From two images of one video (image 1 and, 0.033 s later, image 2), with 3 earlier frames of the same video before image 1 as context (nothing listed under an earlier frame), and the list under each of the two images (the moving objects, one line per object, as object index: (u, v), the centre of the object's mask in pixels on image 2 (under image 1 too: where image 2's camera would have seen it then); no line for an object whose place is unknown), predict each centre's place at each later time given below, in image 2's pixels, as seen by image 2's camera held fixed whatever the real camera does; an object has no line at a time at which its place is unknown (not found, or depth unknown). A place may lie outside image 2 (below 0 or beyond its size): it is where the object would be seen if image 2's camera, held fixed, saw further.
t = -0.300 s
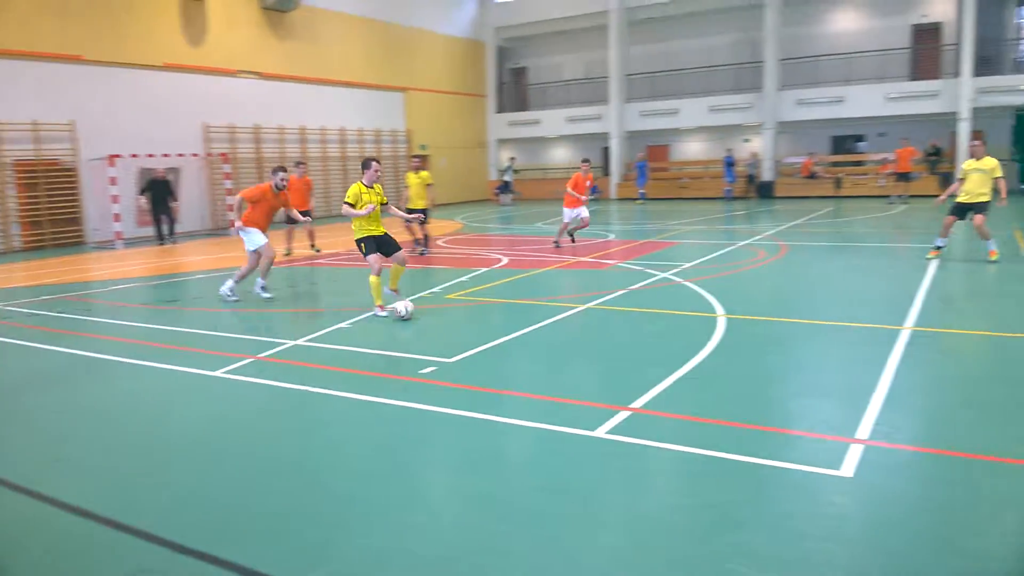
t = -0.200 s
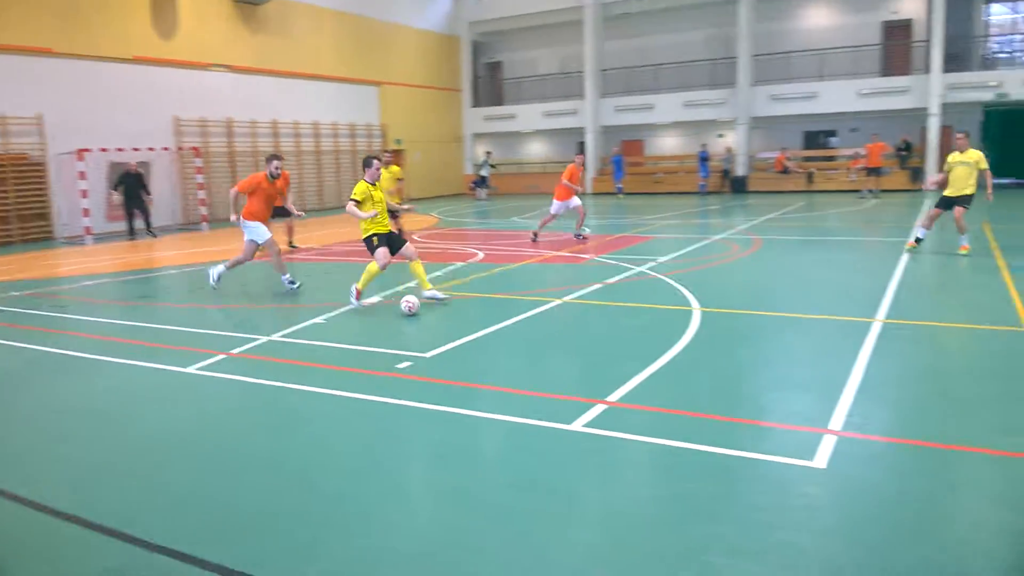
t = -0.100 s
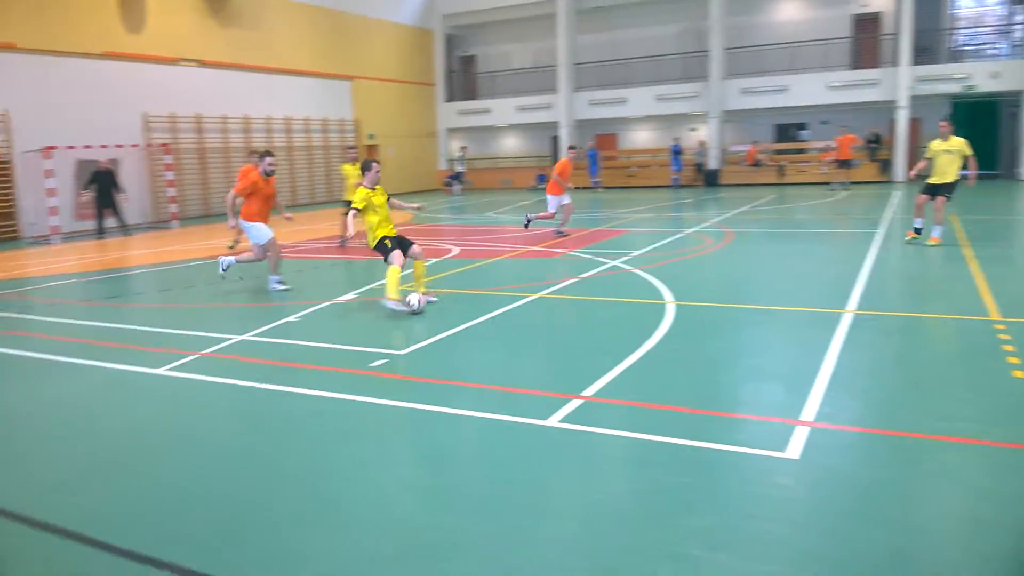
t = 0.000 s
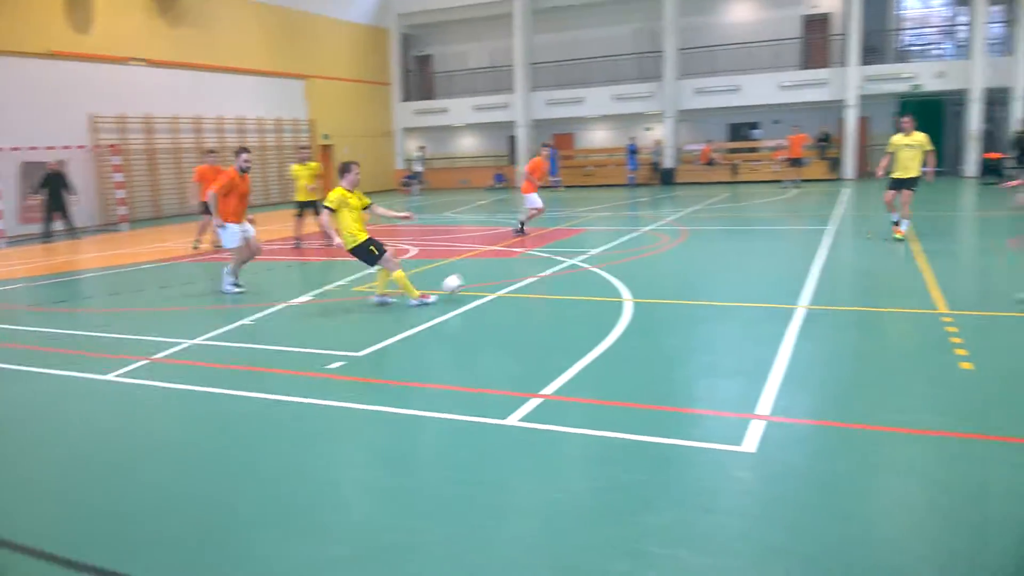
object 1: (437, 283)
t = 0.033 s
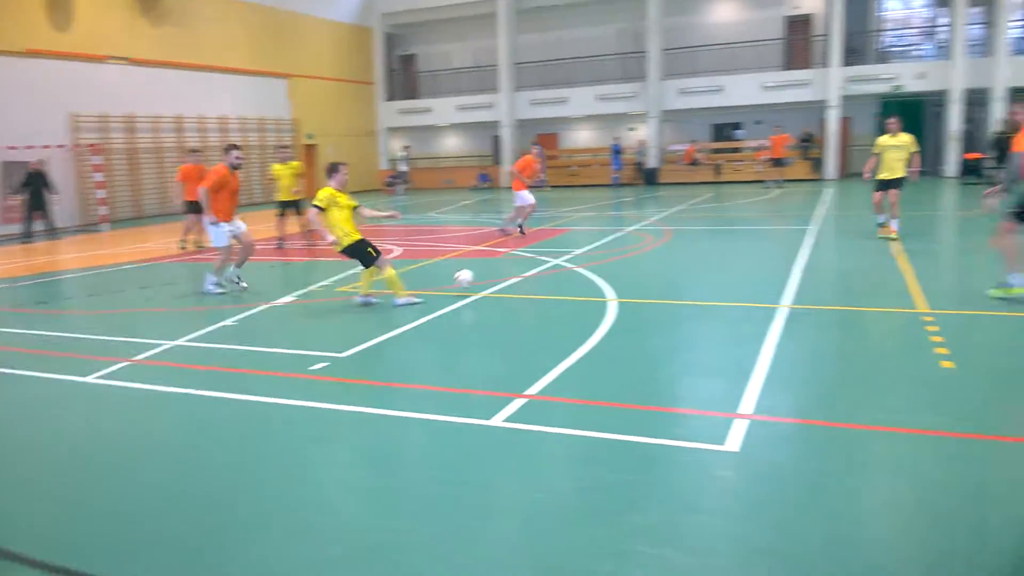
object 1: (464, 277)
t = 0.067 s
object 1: (488, 274)
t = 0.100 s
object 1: (513, 272)
